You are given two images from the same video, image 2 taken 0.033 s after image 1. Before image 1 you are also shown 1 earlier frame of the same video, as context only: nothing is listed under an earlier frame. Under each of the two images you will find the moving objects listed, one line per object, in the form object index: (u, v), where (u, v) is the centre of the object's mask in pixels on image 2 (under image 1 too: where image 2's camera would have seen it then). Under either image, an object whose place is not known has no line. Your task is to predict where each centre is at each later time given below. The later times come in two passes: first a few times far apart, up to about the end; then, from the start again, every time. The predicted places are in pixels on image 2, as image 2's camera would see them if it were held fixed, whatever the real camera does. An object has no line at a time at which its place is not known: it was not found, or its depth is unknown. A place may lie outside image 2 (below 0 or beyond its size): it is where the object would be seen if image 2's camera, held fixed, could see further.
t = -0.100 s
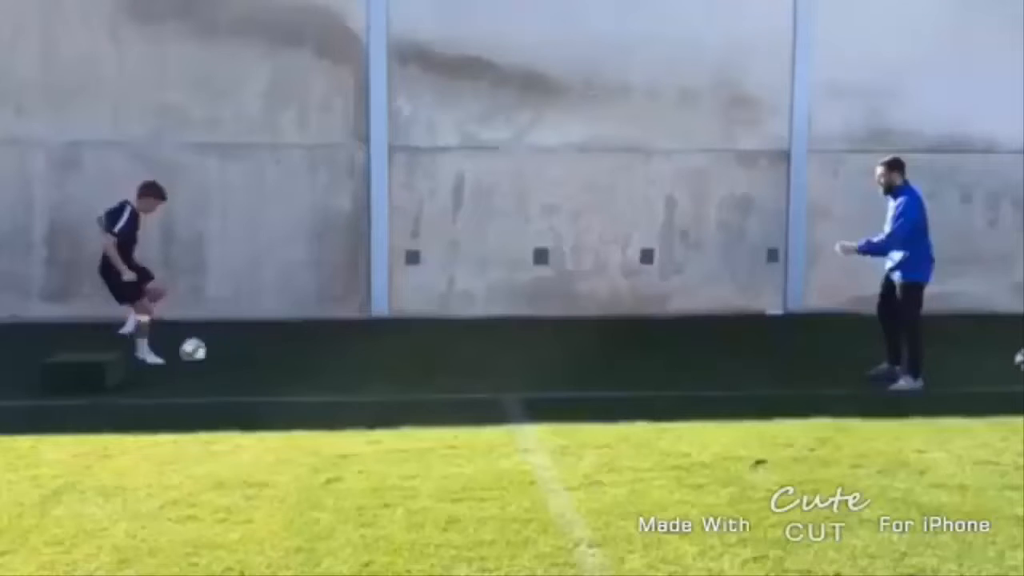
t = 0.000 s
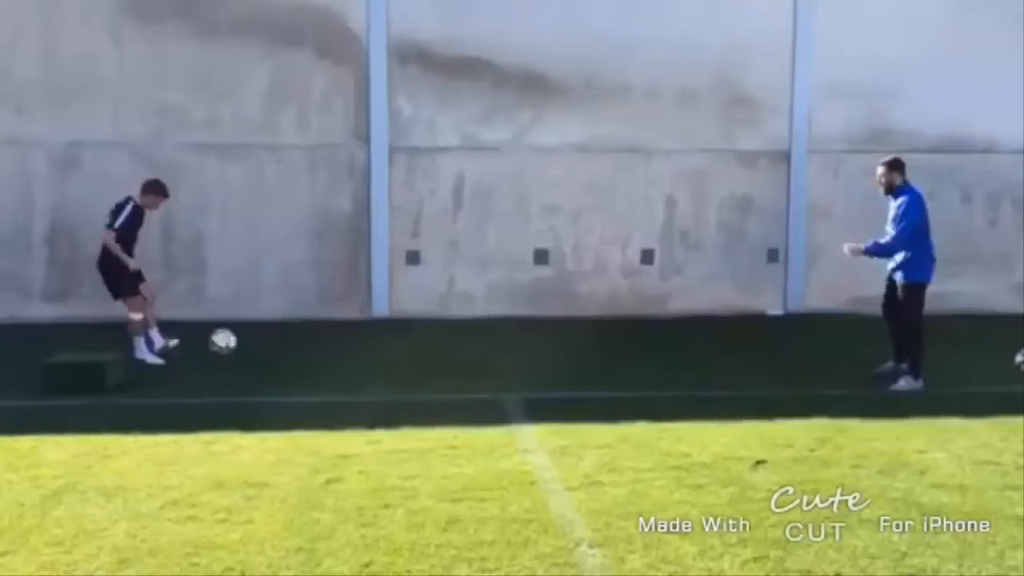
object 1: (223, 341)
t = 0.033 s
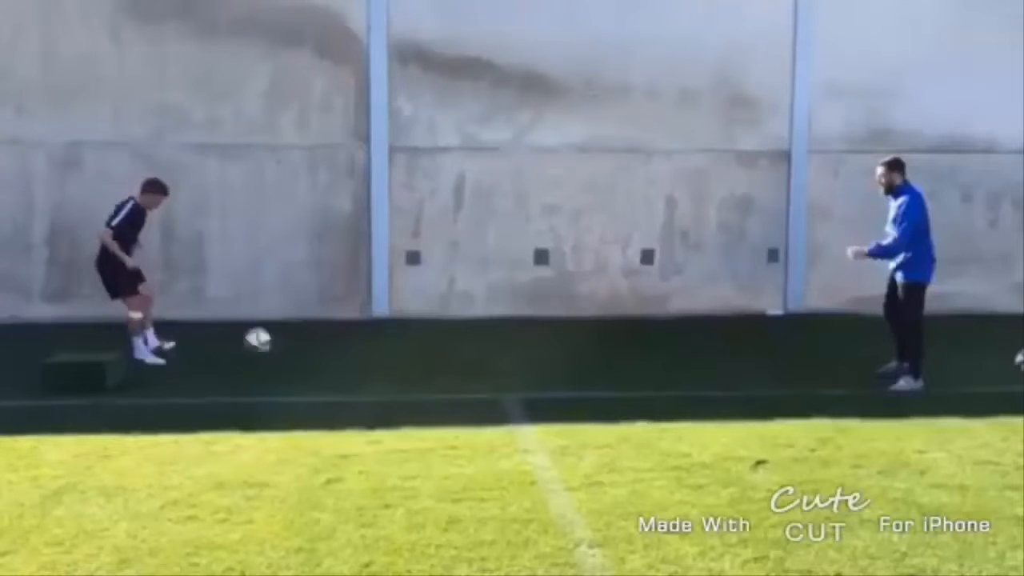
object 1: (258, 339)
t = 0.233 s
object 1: (470, 354)
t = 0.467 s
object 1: (698, 358)
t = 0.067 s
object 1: (293, 339)
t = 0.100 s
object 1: (328, 340)
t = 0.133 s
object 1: (363, 342)
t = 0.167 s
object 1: (399, 344)
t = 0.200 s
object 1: (434, 348)
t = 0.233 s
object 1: (470, 354)
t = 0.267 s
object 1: (502, 356)
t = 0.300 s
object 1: (534, 353)
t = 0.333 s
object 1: (567, 351)
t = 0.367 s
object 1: (599, 351)
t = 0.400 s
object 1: (632, 352)
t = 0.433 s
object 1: (665, 354)
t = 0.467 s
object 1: (698, 358)
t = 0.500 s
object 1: (730, 362)
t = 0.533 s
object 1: (760, 359)
